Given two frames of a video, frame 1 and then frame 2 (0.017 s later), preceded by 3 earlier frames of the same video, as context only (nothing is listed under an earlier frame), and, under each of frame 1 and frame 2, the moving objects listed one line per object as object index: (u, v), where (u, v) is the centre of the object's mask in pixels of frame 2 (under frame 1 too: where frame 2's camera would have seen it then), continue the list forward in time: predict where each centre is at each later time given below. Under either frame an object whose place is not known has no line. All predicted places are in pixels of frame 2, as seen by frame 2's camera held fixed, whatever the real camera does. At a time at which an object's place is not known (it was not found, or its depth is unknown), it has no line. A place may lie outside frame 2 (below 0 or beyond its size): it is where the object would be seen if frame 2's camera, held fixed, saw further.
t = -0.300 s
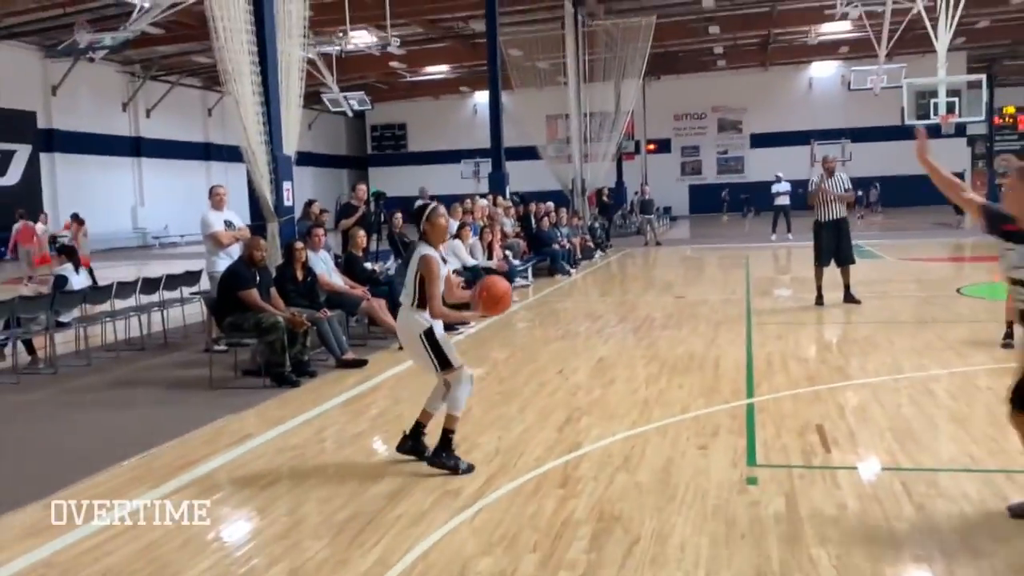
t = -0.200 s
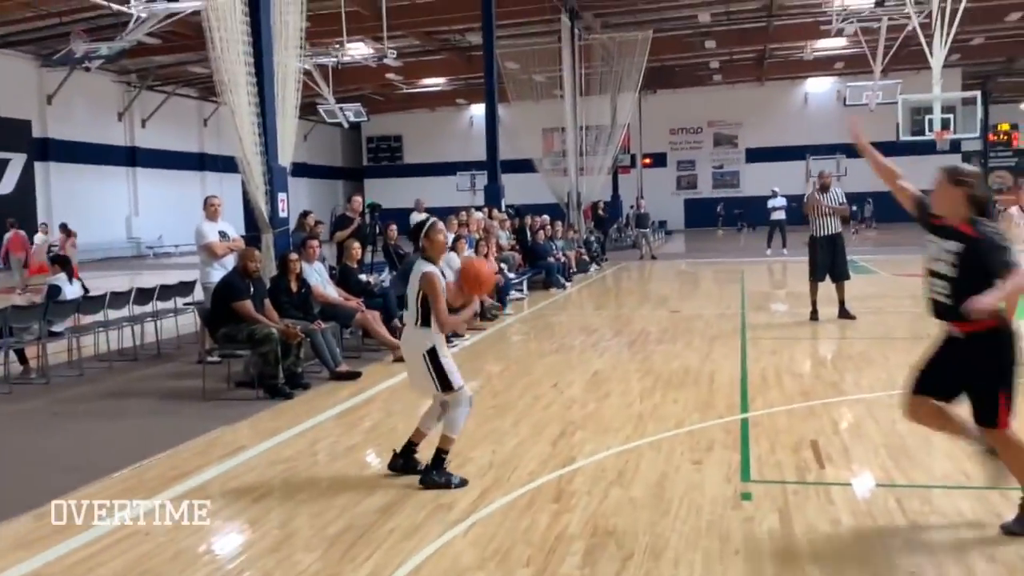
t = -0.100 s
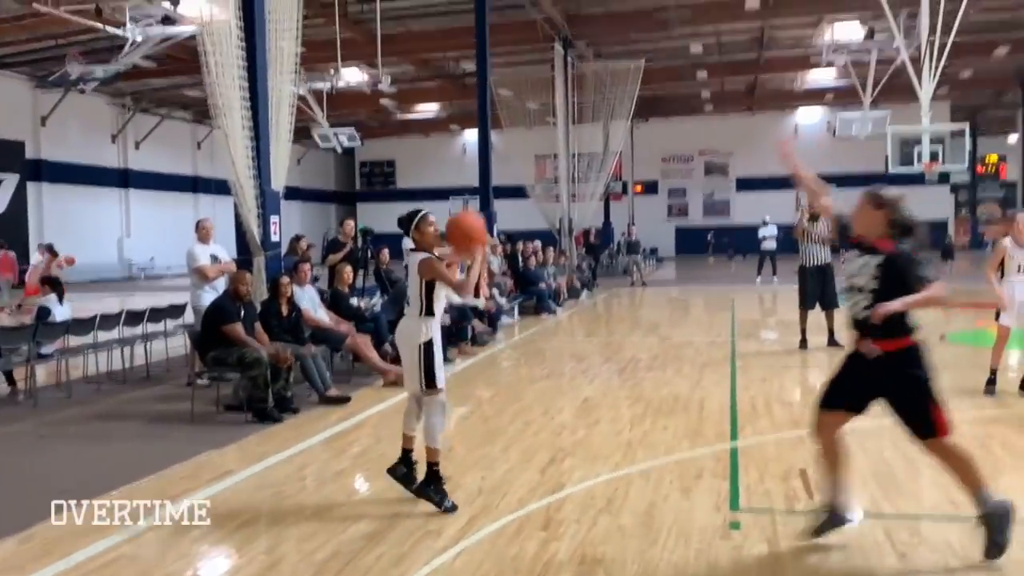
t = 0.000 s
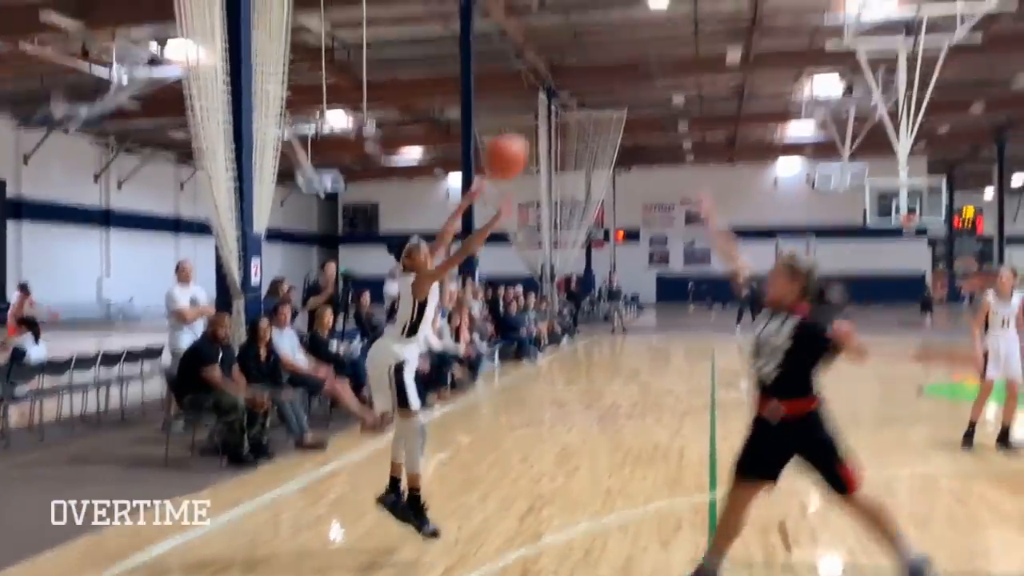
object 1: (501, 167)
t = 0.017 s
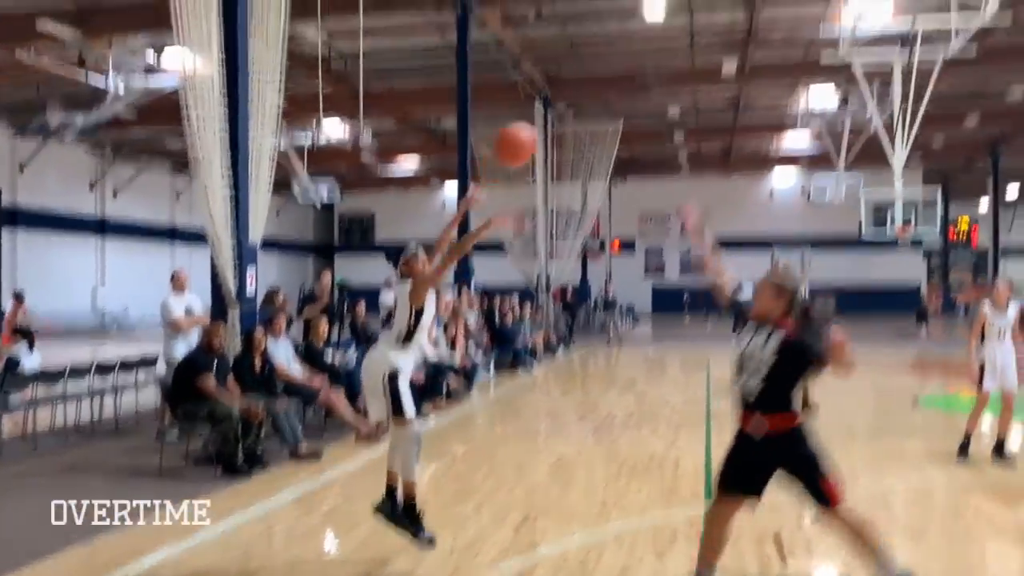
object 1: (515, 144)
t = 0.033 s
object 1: (529, 121)
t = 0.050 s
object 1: (543, 100)
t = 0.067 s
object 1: (557, 78)
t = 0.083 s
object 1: (572, 57)
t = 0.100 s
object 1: (587, 36)
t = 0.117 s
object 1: (602, 14)
